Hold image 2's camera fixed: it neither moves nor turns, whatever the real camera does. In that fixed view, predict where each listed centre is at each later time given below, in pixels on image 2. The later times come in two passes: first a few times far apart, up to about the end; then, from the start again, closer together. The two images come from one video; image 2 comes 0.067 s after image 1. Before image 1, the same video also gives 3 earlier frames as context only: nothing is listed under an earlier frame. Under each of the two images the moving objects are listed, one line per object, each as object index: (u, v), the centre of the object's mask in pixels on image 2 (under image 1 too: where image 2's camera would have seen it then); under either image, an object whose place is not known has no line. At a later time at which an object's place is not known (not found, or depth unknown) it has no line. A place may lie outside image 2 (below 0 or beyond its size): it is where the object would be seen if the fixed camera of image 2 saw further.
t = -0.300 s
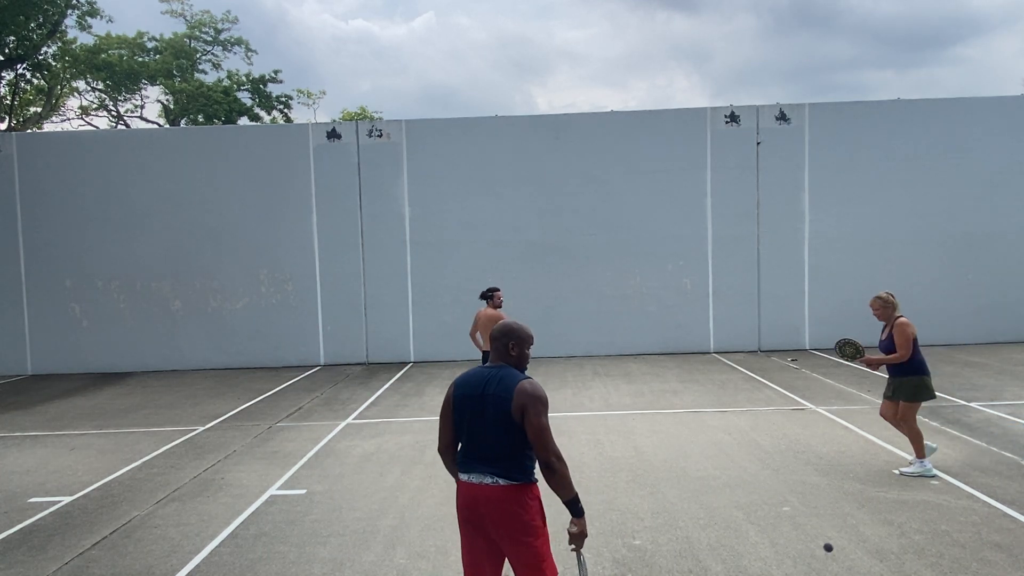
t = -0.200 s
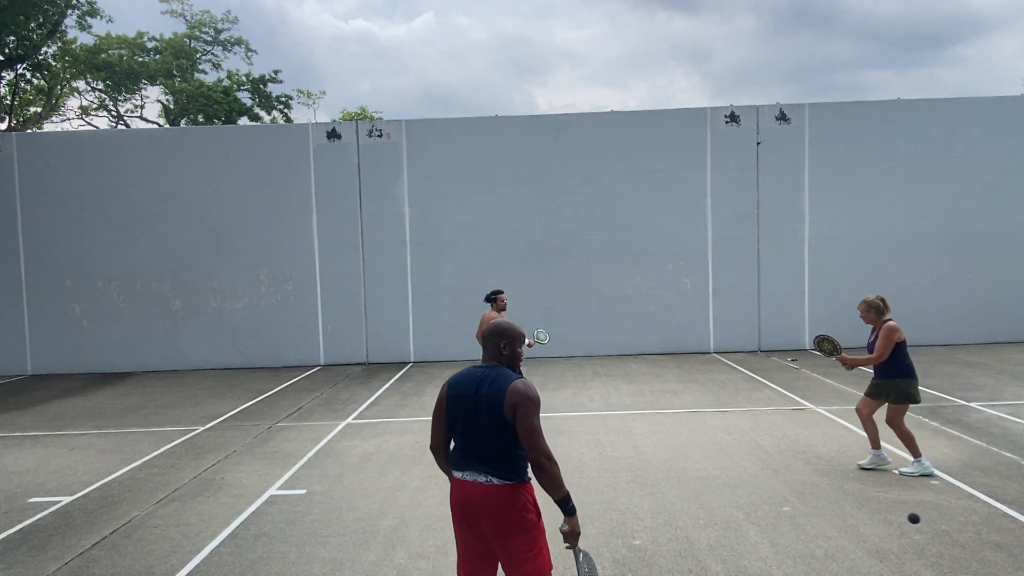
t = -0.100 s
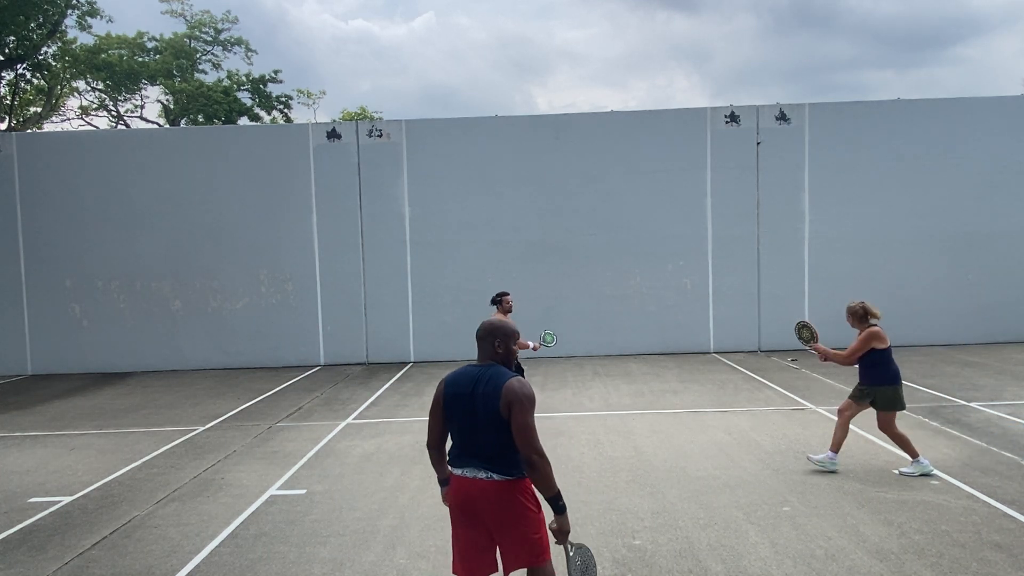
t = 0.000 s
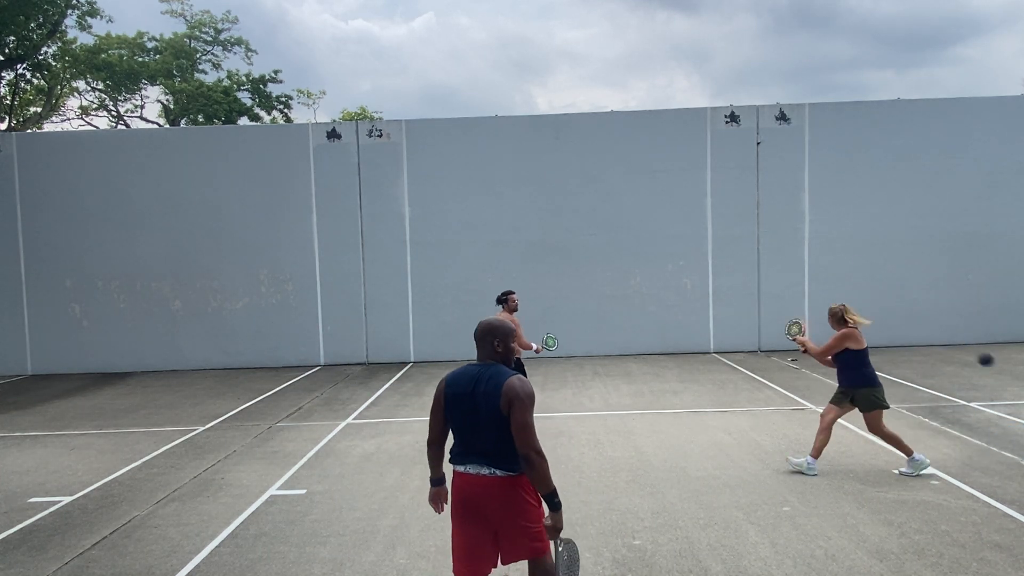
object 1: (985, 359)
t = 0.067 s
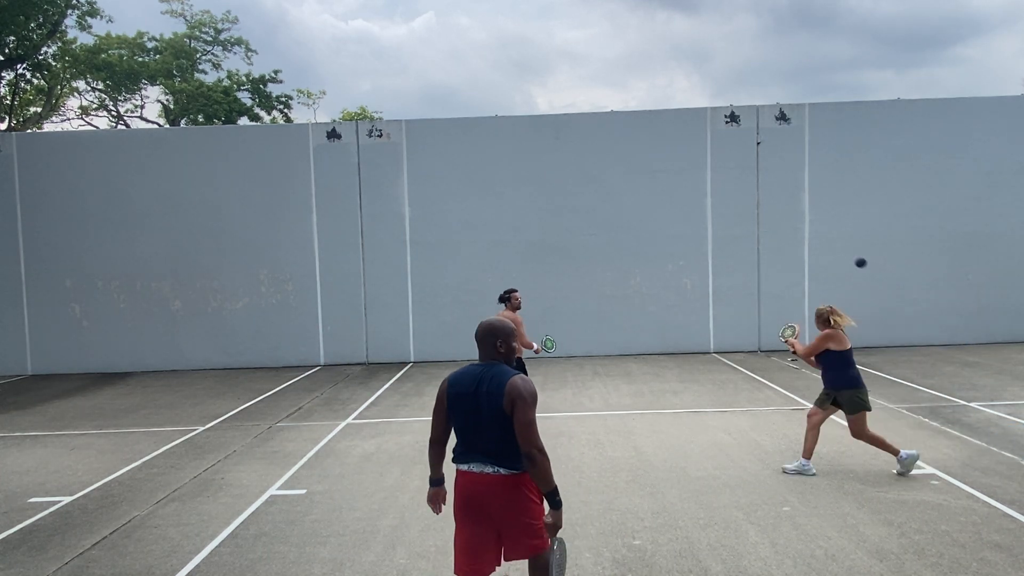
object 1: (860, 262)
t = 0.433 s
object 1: (617, 132)
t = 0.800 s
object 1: (548, 162)
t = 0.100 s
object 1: (816, 231)
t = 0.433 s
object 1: (617, 132)
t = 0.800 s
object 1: (548, 162)
